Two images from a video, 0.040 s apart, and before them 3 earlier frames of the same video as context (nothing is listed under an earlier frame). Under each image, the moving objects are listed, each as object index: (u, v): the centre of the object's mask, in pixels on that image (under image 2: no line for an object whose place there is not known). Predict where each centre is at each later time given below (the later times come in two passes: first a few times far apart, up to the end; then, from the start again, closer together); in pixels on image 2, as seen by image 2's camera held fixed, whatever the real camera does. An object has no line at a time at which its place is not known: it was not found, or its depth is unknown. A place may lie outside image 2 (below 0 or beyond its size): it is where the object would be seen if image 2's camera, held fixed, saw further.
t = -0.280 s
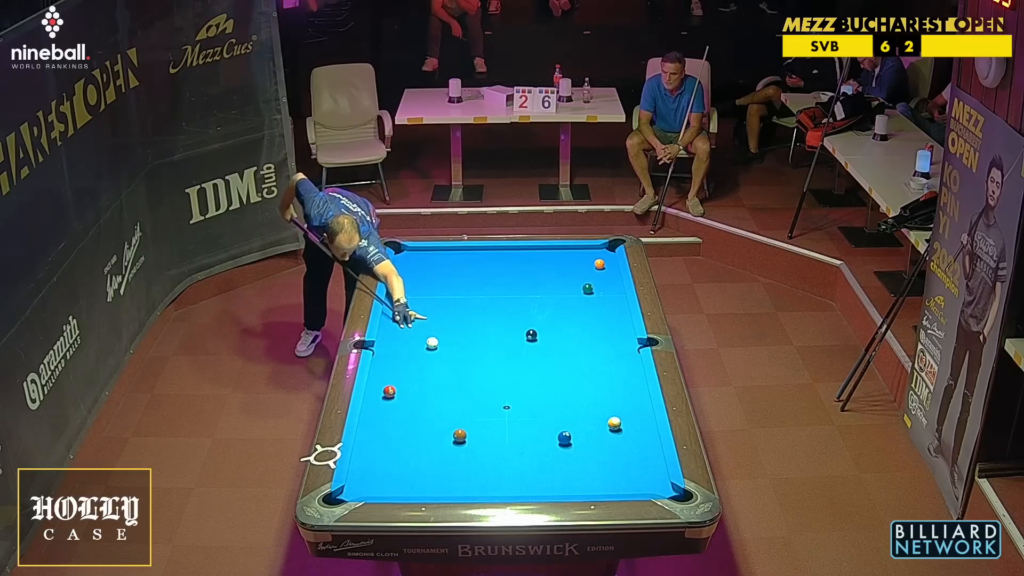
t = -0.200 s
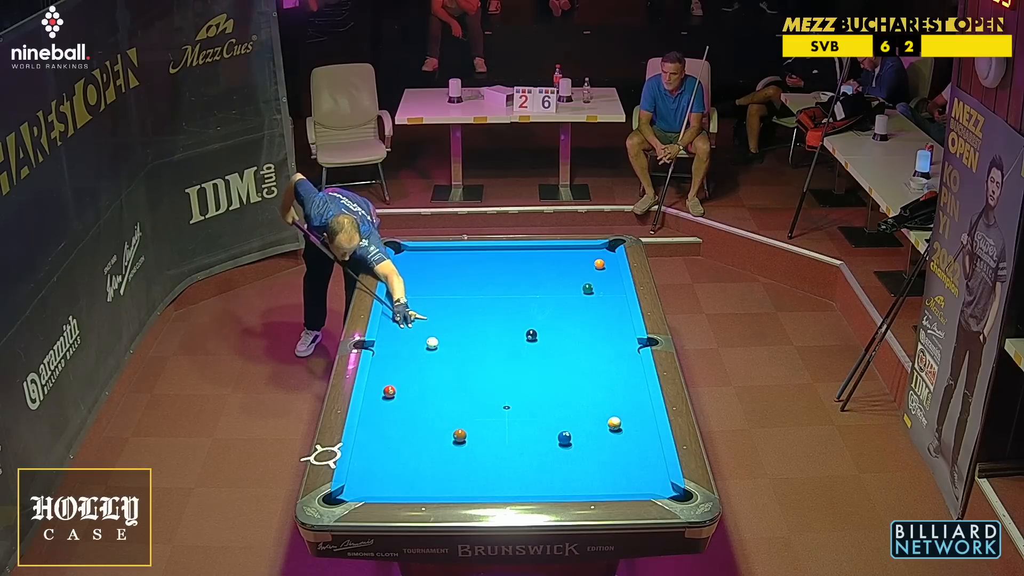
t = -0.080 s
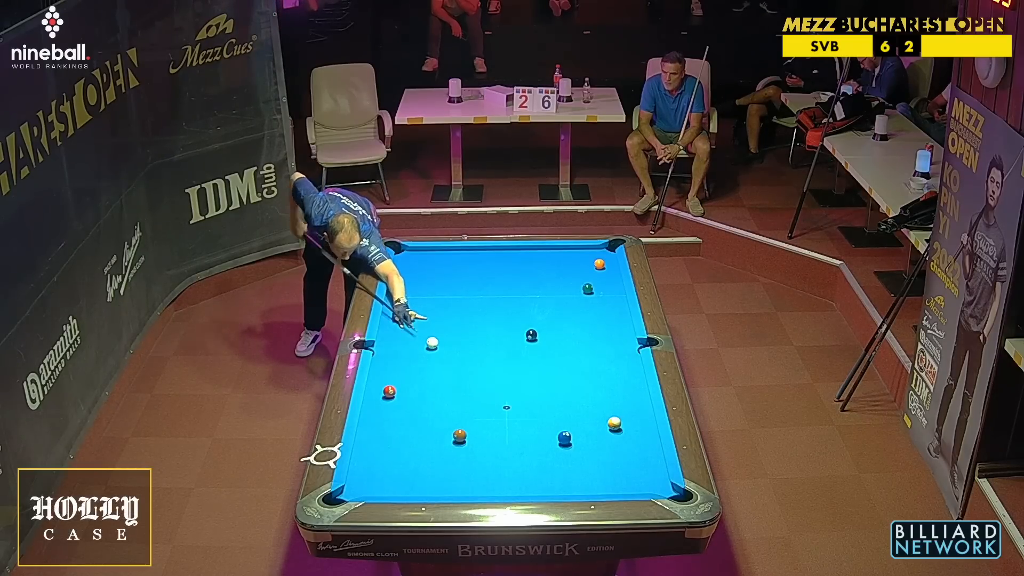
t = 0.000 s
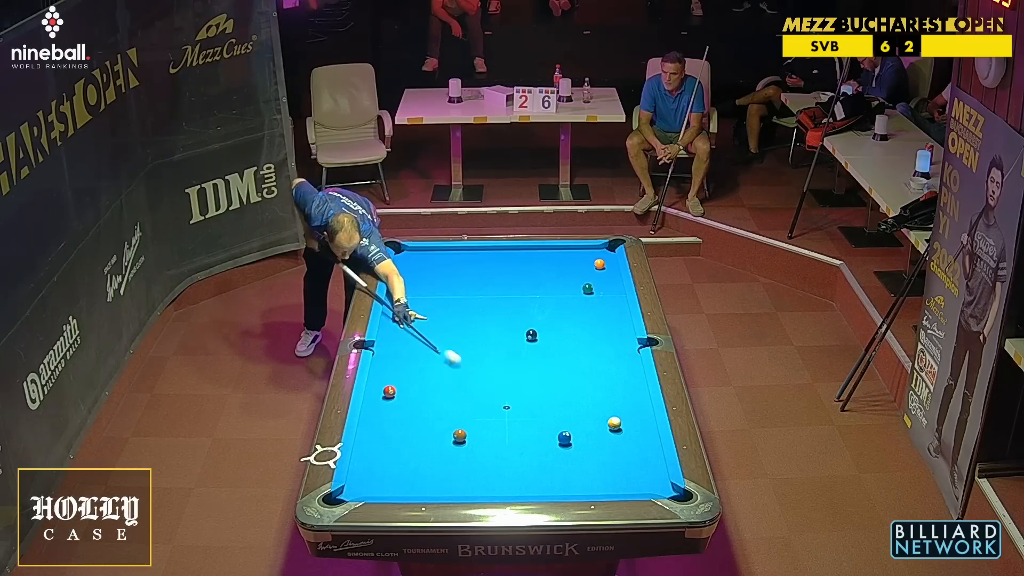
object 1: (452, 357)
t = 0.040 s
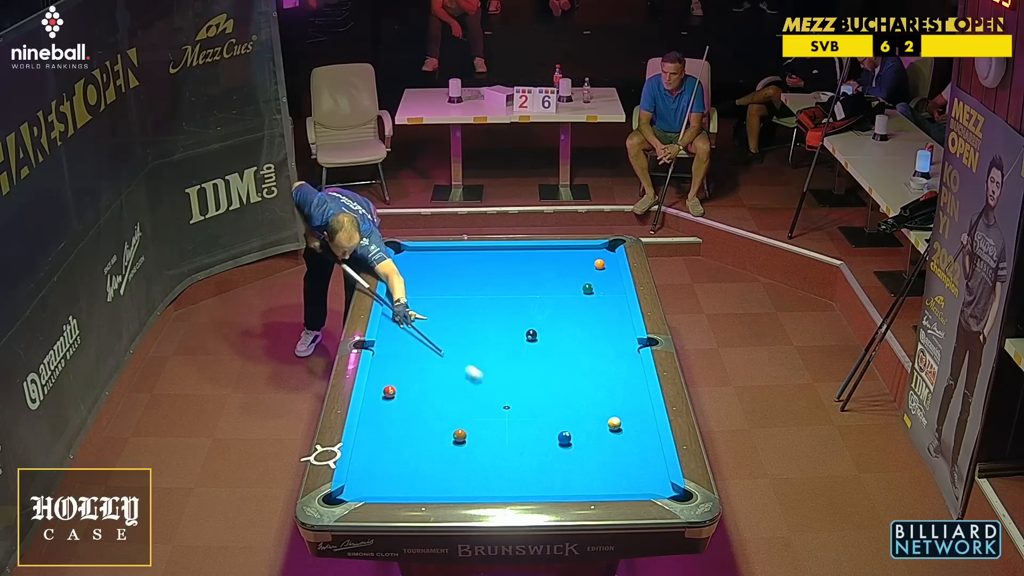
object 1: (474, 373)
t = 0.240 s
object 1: (549, 438)
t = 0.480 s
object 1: (532, 454)
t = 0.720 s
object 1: (515, 470)
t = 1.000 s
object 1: (496, 489)
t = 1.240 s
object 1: (477, 488)
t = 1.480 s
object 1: (459, 480)
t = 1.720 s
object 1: (442, 473)
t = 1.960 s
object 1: (425, 466)
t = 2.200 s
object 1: (411, 460)
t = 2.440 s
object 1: (397, 454)
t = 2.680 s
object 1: (384, 448)
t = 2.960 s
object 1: (371, 442)
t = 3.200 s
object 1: (362, 437)
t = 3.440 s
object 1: (368, 434)
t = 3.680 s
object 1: (373, 432)
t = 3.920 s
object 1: (378, 429)
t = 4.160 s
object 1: (381, 428)
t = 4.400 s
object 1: (384, 426)
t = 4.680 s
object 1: (386, 425)
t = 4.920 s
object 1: (386, 425)
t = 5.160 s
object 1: (387, 424)
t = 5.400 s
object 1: (387, 424)
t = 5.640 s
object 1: (387, 424)
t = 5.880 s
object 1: (387, 424)
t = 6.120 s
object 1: (387, 424)
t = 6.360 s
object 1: (387, 424)
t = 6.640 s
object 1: (387, 424)
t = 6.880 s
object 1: (387, 424)
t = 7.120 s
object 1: (386, 424)
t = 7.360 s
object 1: (387, 424)
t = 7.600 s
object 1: (387, 424)
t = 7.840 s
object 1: (387, 424)
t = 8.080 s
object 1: (387, 424)
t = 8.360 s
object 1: (387, 424)
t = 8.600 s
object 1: (387, 424)
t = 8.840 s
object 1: (388, 424)
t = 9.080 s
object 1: (387, 424)
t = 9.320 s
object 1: (387, 424)
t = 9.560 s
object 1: (387, 424)
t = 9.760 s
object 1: (387, 424)
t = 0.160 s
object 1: (542, 422)
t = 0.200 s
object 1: (553, 435)
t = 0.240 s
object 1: (549, 438)
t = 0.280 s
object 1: (546, 440)
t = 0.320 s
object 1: (543, 443)
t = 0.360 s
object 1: (540, 446)
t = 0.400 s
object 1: (538, 448)
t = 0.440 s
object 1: (535, 451)
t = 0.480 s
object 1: (532, 454)
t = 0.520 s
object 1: (529, 457)
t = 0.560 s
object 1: (526, 459)
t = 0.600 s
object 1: (524, 462)
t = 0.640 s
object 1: (521, 465)
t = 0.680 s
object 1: (518, 468)
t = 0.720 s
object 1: (515, 470)
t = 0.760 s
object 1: (513, 473)
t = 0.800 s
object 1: (510, 476)
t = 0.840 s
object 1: (507, 478)
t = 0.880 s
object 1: (504, 481)
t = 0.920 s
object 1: (502, 484)
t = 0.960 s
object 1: (499, 487)
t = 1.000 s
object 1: (496, 489)
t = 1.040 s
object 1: (493, 490)
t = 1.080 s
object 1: (490, 491)
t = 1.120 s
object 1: (487, 491)
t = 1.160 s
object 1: (484, 490)
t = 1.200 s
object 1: (480, 489)
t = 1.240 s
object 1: (477, 488)
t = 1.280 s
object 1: (474, 487)
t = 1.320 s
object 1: (471, 485)
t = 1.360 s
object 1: (468, 484)
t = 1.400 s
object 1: (465, 483)
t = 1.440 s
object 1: (462, 481)
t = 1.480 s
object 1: (459, 480)
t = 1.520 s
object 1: (456, 479)
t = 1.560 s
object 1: (453, 478)
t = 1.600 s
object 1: (450, 476)
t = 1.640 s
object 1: (447, 475)
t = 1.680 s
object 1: (444, 474)
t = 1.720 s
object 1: (442, 473)
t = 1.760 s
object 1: (439, 472)
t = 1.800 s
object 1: (436, 470)
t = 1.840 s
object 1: (433, 469)
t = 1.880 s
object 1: (431, 468)
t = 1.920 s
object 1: (428, 467)
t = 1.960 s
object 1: (425, 466)
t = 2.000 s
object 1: (423, 465)
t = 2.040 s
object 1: (421, 464)
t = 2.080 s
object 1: (418, 463)
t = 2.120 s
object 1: (415, 462)
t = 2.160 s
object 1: (413, 460)
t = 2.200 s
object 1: (411, 460)
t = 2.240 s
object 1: (408, 458)
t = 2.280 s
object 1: (406, 457)
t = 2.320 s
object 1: (404, 456)
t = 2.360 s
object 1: (401, 455)
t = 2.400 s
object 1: (399, 454)
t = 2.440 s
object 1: (397, 454)
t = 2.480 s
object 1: (395, 452)
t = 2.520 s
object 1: (393, 452)
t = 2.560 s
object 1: (391, 451)
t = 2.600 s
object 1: (388, 450)
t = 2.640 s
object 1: (386, 449)
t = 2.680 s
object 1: (384, 448)
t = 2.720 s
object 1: (382, 447)
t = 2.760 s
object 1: (380, 446)
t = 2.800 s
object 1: (378, 445)
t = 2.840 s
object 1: (376, 444)
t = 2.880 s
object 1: (375, 443)
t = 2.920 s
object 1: (373, 442)
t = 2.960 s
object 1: (371, 442)
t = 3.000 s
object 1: (369, 441)
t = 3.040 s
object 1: (367, 440)
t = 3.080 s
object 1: (366, 439)
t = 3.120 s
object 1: (364, 439)
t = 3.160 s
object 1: (362, 438)
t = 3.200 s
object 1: (362, 437)
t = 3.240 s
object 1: (363, 437)
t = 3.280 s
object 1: (364, 436)
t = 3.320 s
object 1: (365, 436)
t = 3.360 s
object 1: (366, 435)
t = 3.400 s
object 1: (367, 435)
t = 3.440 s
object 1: (368, 434)
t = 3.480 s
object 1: (369, 434)
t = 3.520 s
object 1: (370, 433)
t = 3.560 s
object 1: (371, 433)
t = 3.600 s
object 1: (372, 432)
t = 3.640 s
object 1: (373, 432)
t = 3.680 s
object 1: (373, 432)
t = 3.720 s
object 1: (374, 431)
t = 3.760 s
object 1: (375, 431)
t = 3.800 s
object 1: (376, 430)
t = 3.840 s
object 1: (376, 430)
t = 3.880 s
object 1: (377, 430)
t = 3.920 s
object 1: (378, 429)
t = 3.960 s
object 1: (378, 429)
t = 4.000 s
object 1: (379, 429)
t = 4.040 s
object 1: (380, 428)
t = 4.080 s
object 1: (380, 428)
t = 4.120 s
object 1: (381, 428)
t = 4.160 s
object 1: (381, 428)
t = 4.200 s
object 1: (382, 428)
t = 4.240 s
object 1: (382, 427)
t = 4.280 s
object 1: (383, 427)
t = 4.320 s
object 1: (383, 427)
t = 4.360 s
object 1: (383, 427)
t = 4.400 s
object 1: (384, 426)
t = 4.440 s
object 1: (384, 426)
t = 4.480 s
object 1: (384, 426)
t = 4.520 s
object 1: (385, 426)
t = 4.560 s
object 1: (385, 426)
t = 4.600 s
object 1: (385, 425)
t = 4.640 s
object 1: (385, 425)
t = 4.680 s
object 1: (386, 425)
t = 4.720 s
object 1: (386, 425)
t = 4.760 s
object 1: (386, 425)
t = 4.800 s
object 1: (386, 425)
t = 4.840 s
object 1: (386, 425)
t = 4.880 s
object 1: (386, 425)
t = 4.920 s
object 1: (386, 425)
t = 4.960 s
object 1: (386, 425)
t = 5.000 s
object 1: (387, 424)
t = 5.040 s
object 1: (387, 424)
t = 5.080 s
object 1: (387, 424)
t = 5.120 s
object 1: (387, 424)
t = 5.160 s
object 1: (387, 424)
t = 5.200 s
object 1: (387, 424)
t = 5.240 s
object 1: (387, 424)
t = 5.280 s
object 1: (387, 424)
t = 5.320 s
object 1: (387, 424)
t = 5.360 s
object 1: (387, 424)
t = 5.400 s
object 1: (387, 424)
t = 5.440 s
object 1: (387, 424)
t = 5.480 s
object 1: (387, 424)
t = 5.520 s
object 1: (387, 424)
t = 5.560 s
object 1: (387, 424)
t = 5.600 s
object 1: (387, 424)
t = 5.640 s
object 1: (387, 424)
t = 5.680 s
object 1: (387, 424)
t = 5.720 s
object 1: (387, 424)
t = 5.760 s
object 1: (387, 424)
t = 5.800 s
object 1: (387, 424)
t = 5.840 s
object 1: (387, 424)
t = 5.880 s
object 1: (387, 424)
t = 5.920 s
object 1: (387, 424)
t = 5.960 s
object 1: (387, 424)
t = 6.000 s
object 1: (387, 424)
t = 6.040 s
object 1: (387, 424)
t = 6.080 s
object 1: (386, 424)
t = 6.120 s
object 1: (387, 424)
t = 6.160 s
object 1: (386, 424)
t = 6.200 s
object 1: (387, 424)
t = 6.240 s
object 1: (387, 424)
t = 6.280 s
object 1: (387, 424)
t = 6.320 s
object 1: (387, 424)
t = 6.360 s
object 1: (387, 424)
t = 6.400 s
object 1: (387, 424)
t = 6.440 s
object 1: (387, 424)
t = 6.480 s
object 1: (387, 424)
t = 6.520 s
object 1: (387, 424)
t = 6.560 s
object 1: (387, 424)
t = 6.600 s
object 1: (386, 424)
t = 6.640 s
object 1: (387, 424)
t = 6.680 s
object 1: (387, 424)
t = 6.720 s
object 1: (387, 424)
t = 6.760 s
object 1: (386, 424)
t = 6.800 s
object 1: (387, 424)
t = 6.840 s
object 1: (386, 424)
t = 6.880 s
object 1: (387, 424)
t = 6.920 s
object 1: (387, 424)
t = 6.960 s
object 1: (387, 424)
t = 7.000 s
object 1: (387, 424)
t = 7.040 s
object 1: (387, 424)
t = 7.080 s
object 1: (387, 424)
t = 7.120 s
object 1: (386, 424)
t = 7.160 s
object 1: (387, 424)
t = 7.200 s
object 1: (387, 424)
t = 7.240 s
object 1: (387, 424)
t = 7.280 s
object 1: (387, 424)
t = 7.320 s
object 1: (387, 424)
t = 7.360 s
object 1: (387, 424)
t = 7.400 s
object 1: (387, 424)
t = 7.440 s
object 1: (387, 424)
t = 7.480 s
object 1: (387, 424)
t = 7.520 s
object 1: (387, 424)
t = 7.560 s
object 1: (386, 424)
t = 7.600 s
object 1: (387, 424)
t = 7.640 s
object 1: (387, 424)
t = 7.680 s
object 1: (387, 424)
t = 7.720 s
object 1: (387, 424)
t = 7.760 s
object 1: (387, 424)
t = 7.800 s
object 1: (387, 424)
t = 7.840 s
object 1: (387, 424)
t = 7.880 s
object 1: (387, 424)
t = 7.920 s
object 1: (387, 424)
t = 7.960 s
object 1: (387, 424)
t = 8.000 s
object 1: (387, 424)
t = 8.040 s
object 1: (387, 424)
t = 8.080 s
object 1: (387, 424)
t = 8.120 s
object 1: (387, 424)
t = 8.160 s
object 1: (387, 424)
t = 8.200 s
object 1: (387, 424)
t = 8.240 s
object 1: (387, 424)
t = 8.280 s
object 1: (387, 424)
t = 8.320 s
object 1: (387, 424)
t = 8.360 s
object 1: (387, 424)
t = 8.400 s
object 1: (387, 424)
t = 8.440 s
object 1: (387, 424)
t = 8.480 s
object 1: (387, 424)
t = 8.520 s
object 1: (387, 424)
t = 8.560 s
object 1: (387, 424)
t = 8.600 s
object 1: (387, 424)
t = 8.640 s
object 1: (387, 424)
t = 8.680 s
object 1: (387, 424)
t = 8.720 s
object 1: (387, 424)
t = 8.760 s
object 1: (388, 424)
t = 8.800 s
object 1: (388, 424)
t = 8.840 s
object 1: (388, 424)
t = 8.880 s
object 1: (388, 424)
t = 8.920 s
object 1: (388, 424)
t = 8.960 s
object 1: (388, 424)
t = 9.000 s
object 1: (388, 423)
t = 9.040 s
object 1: (387, 424)
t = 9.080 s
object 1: (387, 424)
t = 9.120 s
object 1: (387, 424)
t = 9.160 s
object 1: (387, 424)
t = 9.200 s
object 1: (387, 424)
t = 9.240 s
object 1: (387, 424)
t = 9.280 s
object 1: (387, 424)
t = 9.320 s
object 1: (387, 424)
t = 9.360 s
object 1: (387, 424)
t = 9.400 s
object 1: (387, 424)
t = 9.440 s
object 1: (387, 424)
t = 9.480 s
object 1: (387, 424)
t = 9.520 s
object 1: (387, 424)
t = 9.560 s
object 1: (387, 424)
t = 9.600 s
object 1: (387, 424)
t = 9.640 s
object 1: (387, 424)
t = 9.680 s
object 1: (387, 424)
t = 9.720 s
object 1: (387, 424)
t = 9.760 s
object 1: (387, 424)
